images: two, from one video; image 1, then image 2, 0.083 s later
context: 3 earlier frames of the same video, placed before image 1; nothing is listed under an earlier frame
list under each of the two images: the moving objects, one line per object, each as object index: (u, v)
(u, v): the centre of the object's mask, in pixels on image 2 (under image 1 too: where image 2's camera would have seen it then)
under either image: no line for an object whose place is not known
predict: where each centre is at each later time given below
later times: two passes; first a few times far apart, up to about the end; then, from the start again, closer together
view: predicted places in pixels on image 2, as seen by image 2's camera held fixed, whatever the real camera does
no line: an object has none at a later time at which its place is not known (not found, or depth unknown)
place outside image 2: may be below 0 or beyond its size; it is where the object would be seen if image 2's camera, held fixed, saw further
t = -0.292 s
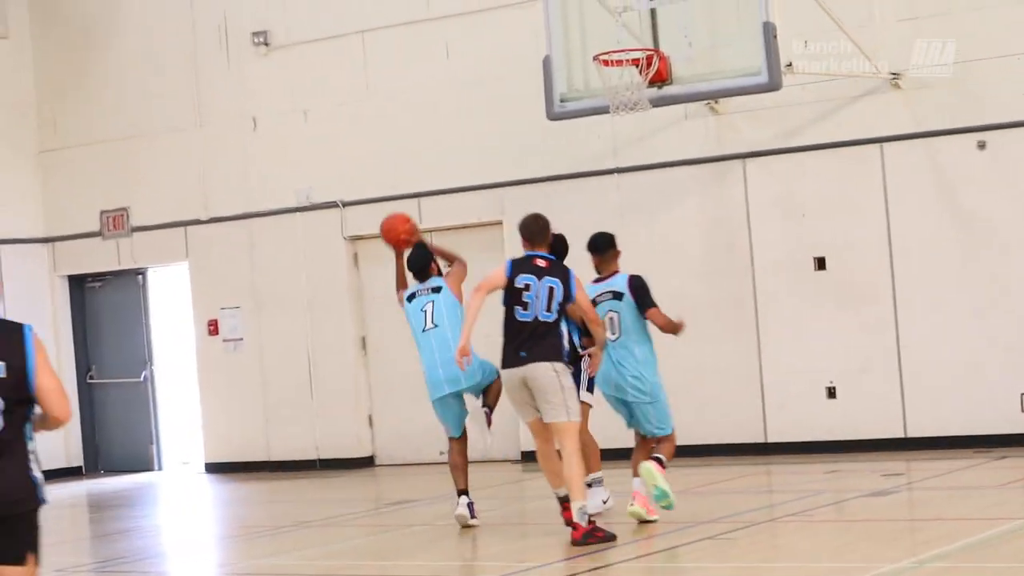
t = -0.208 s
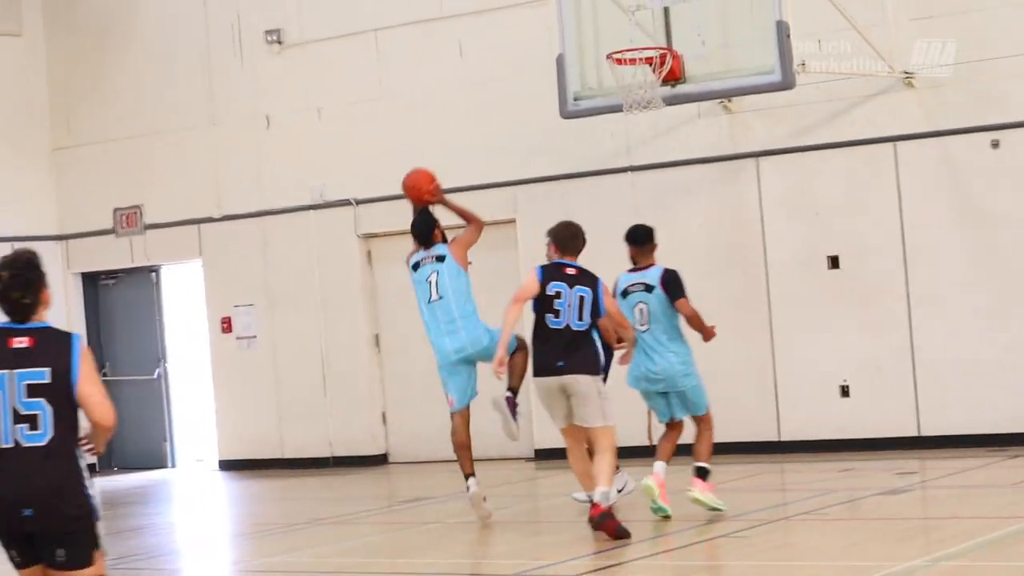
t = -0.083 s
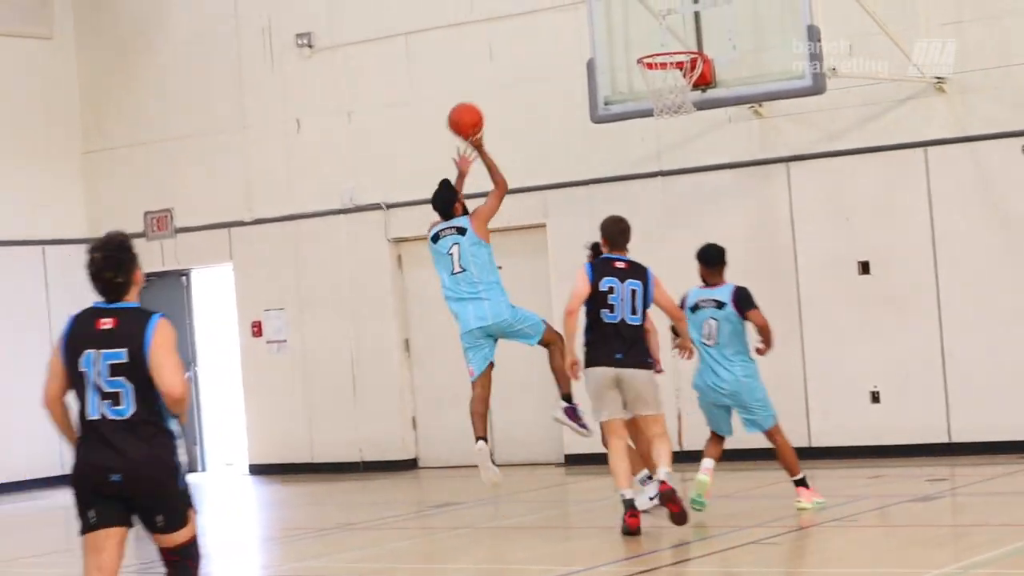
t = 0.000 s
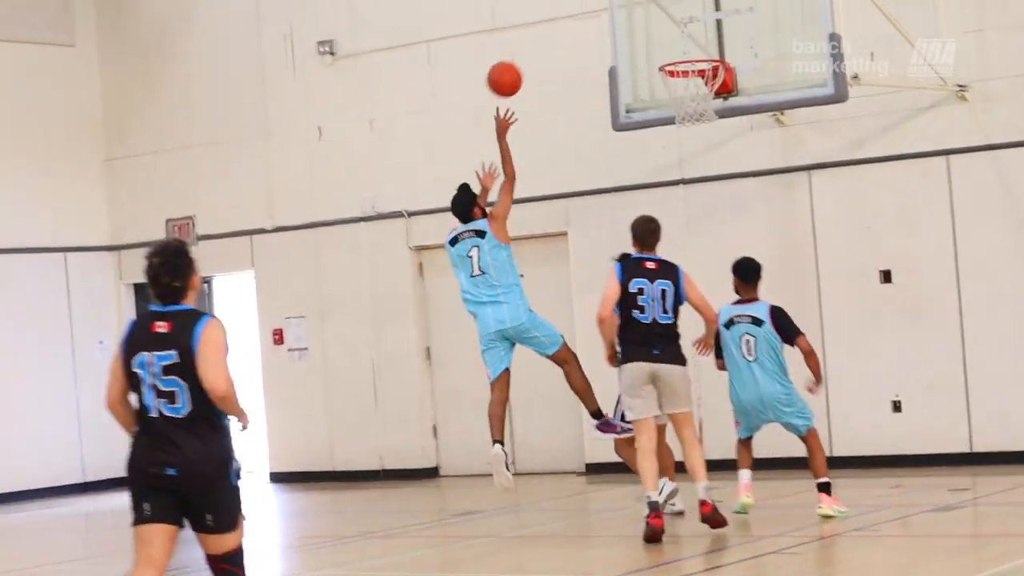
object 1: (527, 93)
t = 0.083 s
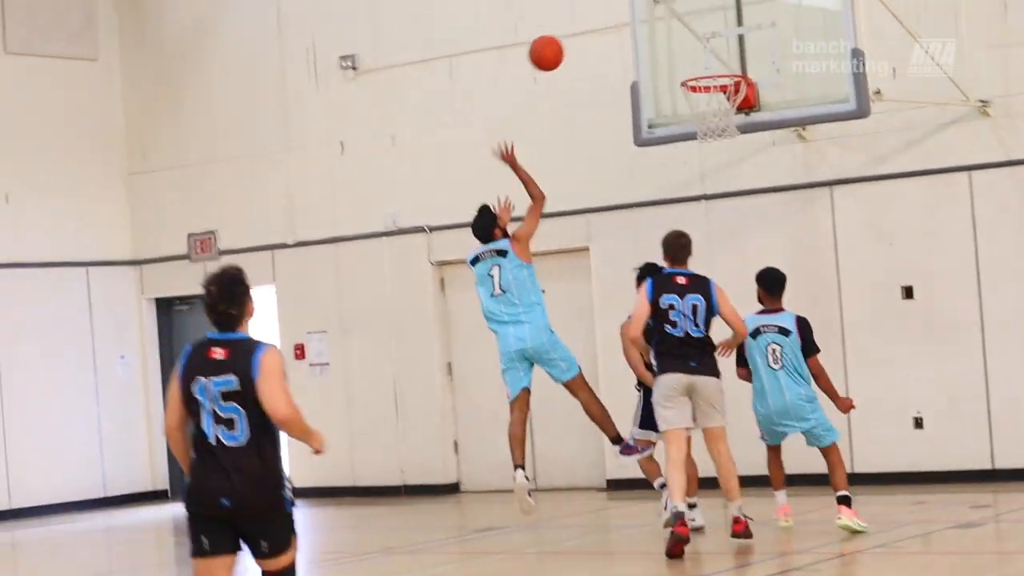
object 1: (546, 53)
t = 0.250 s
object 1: (585, 1)
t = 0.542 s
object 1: (664, 5)
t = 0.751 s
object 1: (719, 77)
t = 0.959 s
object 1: (733, 121)
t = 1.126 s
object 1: (726, 145)
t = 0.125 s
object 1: (556, 36)
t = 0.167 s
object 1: (565, 22)
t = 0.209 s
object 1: (575, 10)
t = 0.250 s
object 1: (585, 1)
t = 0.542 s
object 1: (664, 5)
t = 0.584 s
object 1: (675, 15)
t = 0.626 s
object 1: (686, 27)
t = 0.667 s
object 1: (697, 42)
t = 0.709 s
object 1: (708, 59)
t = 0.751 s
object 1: (719, 77)
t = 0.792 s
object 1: (725, 98)
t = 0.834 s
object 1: (737, 104)
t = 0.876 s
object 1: (740, 107)
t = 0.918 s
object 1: (732, 118)
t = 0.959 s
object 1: (733, 121)
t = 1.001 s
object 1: (734, 126)
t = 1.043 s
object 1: (731, 126)
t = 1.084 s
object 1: (729, 131)
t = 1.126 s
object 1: (726, 145)
